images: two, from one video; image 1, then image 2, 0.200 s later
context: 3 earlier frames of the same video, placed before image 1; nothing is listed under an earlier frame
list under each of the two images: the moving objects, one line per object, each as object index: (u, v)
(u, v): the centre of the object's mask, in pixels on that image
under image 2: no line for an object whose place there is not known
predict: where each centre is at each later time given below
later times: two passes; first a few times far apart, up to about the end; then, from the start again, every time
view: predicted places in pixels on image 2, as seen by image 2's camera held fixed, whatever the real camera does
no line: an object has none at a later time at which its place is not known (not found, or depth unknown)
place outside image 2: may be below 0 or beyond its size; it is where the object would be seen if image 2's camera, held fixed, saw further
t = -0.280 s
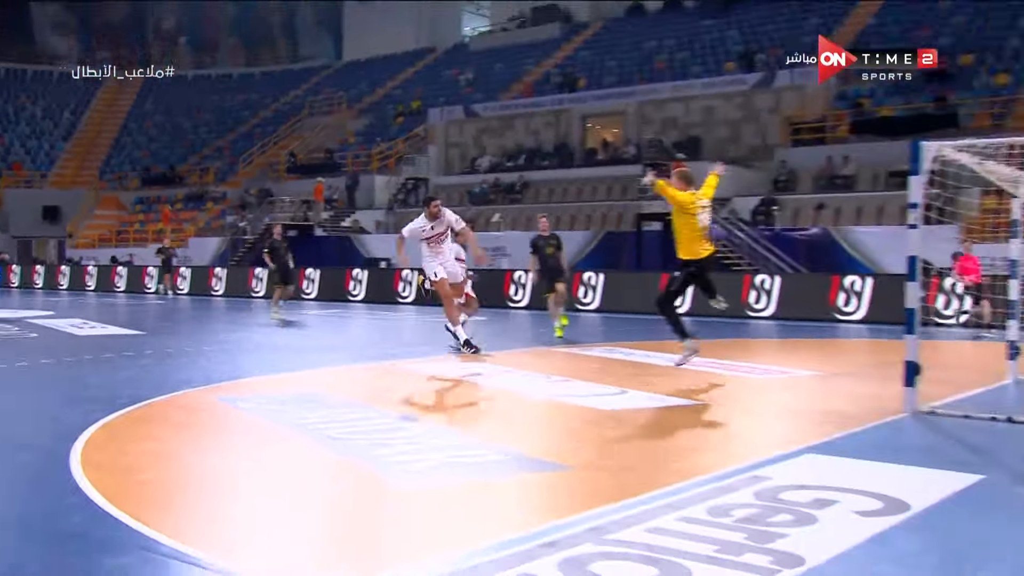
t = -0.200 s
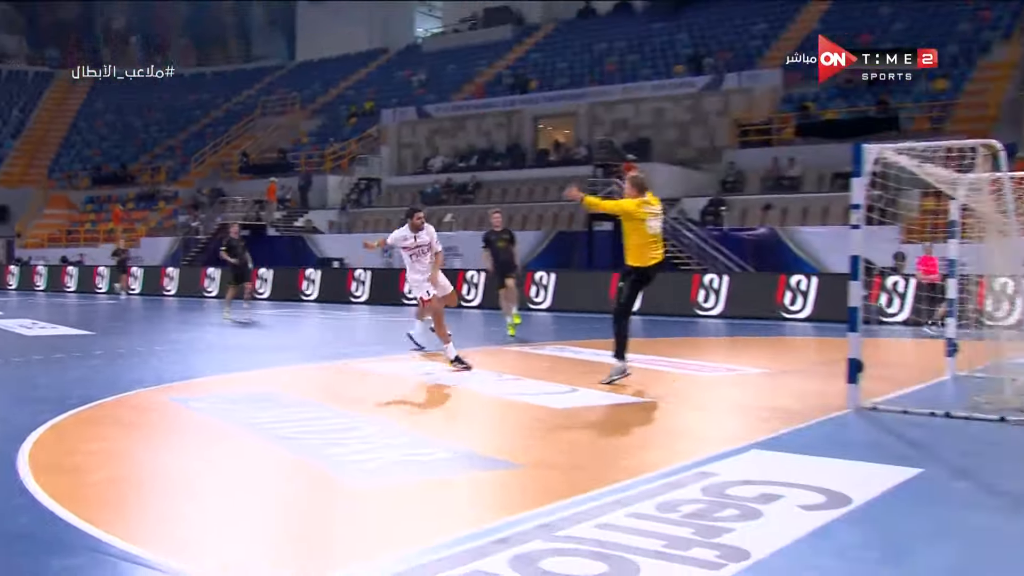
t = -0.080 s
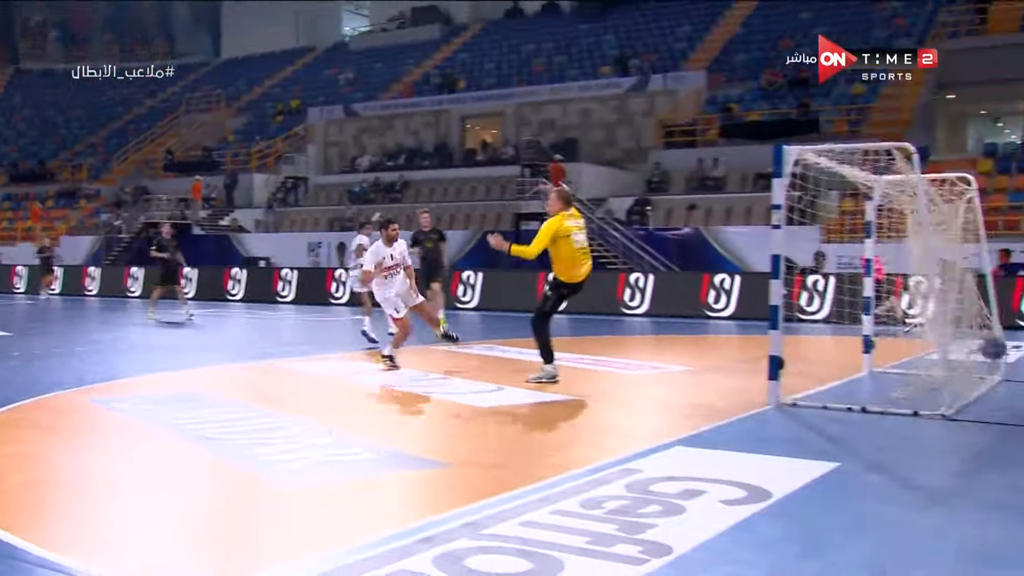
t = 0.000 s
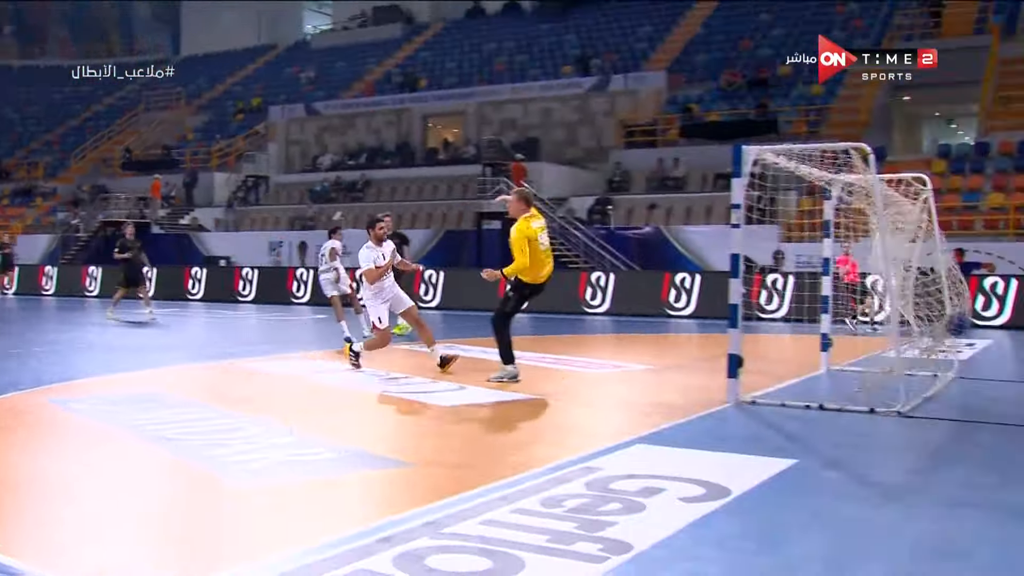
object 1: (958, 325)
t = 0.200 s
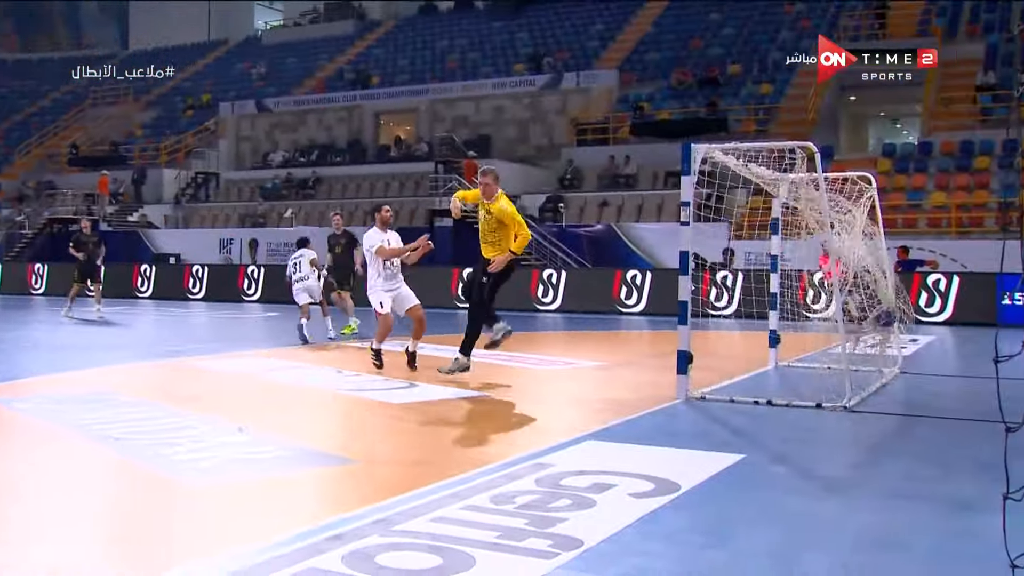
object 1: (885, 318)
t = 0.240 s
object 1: (881, 322)
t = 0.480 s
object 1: (837, 355)
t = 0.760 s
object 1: (782, 358)
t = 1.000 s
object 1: (773, 361)
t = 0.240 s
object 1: (881, 322)
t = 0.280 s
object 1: (876, 328)
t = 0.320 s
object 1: (871, 334)
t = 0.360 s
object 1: (864, 341)
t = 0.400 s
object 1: (857, 348)
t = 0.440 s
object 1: (848, 353)
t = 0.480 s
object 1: (837, 355)
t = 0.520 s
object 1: (828, 356)
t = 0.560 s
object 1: (819, 357)
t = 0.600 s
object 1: (809, 357)
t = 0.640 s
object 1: (801, 359)
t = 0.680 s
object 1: (794, 359)
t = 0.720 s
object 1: (786, 359)
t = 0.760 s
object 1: (782, 358)
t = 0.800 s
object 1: (779, 358)
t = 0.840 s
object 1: (776, 357)
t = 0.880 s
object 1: (774, 358)
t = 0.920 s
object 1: (773, 359)
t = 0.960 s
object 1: (773, 360)
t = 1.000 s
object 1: (773, 361)
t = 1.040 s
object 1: (773, 363)
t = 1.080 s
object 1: (774, 365)
